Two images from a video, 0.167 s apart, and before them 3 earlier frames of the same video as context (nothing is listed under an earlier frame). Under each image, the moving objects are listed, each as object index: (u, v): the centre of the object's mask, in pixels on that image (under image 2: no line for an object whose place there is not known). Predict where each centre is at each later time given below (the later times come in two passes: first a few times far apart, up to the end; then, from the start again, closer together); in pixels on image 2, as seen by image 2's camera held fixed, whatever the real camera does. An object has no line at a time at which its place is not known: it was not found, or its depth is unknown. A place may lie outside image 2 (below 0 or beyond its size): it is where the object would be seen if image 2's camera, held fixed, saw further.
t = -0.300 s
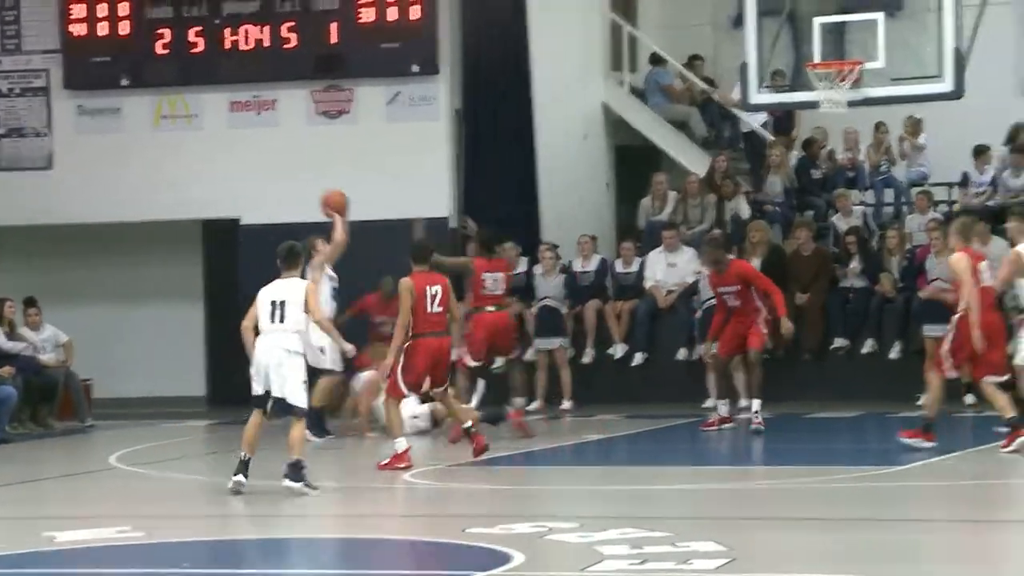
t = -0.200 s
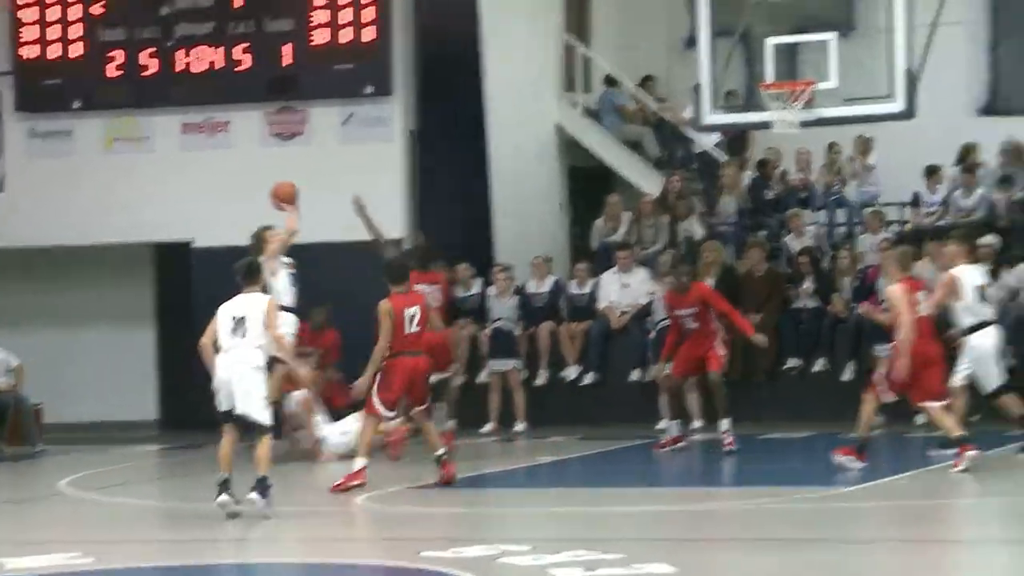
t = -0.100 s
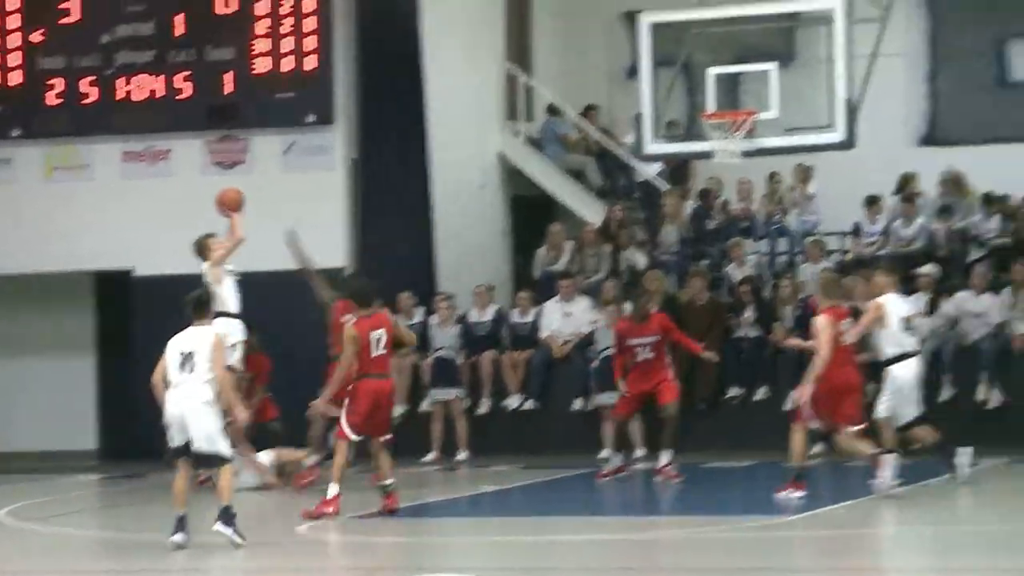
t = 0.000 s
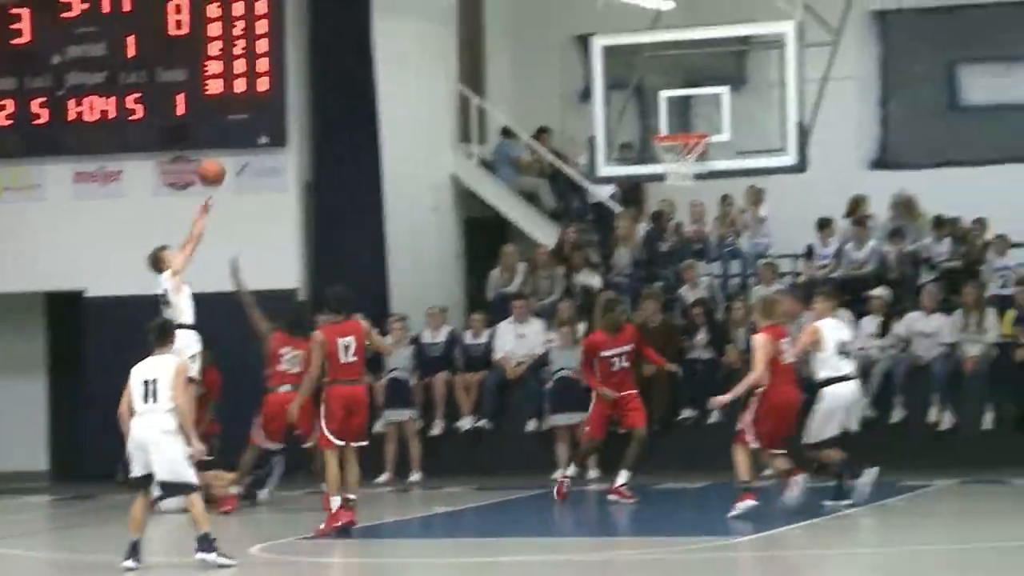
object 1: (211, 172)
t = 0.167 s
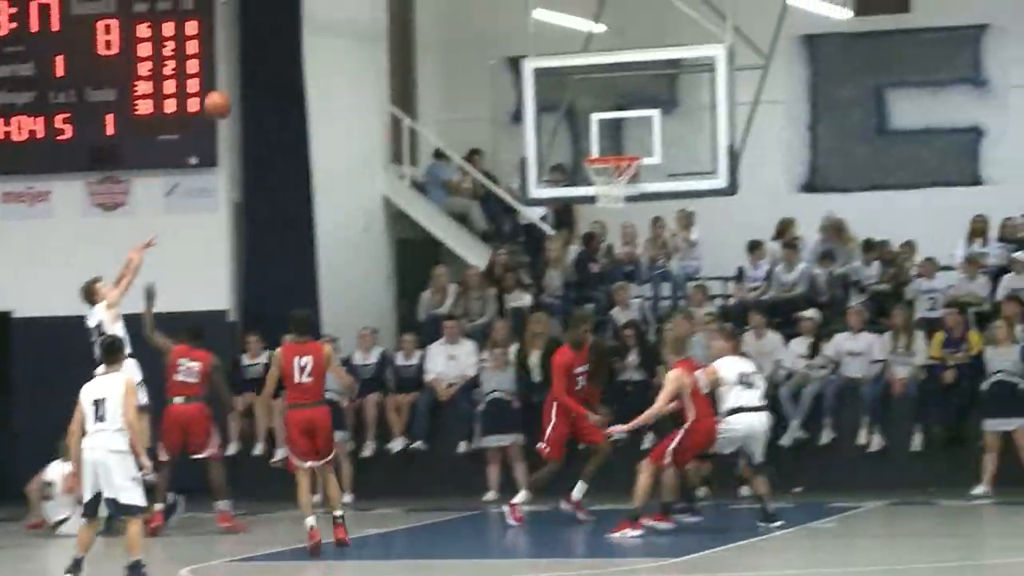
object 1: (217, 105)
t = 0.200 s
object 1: (233, 90)
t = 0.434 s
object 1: (339, 28)
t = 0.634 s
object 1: (433, 24)
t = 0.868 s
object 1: (542, 77)
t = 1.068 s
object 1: (618, 163)
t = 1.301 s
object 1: (604, 187)
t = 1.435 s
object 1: (615, 208)
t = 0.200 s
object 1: (233, 90)
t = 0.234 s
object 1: (248, 78)
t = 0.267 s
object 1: (264, 67)
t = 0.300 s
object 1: (279, 57)
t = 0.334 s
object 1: (294, 48)
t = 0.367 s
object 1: (309, 40)
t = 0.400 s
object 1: (324, 34)
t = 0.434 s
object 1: (339, 28)
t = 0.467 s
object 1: (354, 25)
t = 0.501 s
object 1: (370, 23)
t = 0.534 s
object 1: (385, 21)
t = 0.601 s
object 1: (416, 22)
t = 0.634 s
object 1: (433, 24)
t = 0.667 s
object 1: (448, 28)
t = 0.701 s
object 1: (463, 33)
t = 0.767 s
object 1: (494, 47)
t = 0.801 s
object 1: (509, 55)
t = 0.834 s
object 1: (524, 65)
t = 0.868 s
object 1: (542, 77)
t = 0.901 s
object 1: (556, 88)
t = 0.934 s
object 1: (572, 102)
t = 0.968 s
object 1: (587, 117)
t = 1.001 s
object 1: (605, 134)
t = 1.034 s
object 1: (620, 148)
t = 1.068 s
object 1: (618, 163)
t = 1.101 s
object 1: (610, 171)
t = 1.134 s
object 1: (605, 170)
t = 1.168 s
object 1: (599, 170)
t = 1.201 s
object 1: (599, 179)
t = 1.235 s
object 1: (598, 177)
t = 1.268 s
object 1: (601, 185)
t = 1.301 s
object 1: (604, 187)
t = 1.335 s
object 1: (606, 190)
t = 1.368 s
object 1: (611, 201)
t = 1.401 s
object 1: (613, 204)
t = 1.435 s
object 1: (615, 208)
